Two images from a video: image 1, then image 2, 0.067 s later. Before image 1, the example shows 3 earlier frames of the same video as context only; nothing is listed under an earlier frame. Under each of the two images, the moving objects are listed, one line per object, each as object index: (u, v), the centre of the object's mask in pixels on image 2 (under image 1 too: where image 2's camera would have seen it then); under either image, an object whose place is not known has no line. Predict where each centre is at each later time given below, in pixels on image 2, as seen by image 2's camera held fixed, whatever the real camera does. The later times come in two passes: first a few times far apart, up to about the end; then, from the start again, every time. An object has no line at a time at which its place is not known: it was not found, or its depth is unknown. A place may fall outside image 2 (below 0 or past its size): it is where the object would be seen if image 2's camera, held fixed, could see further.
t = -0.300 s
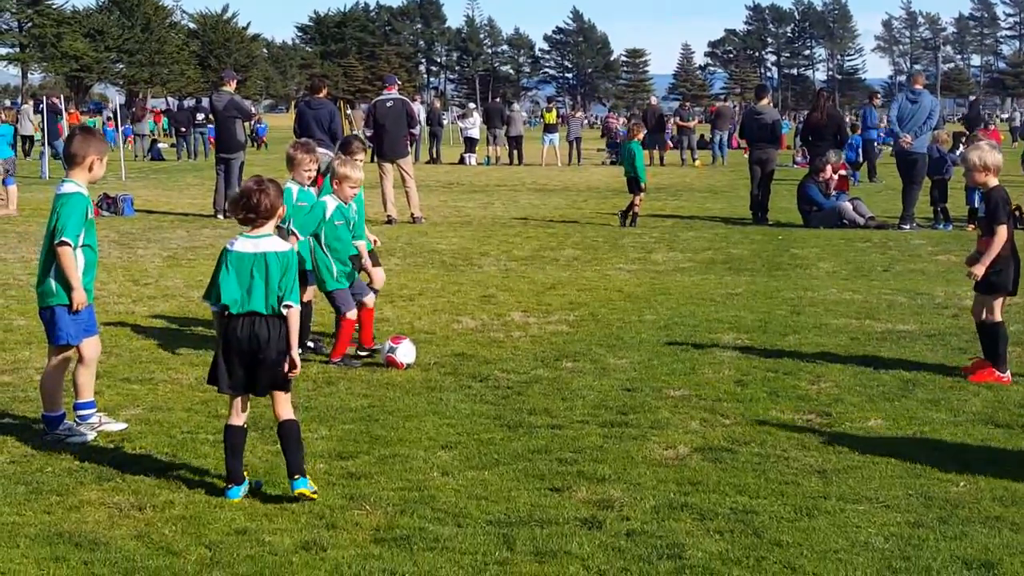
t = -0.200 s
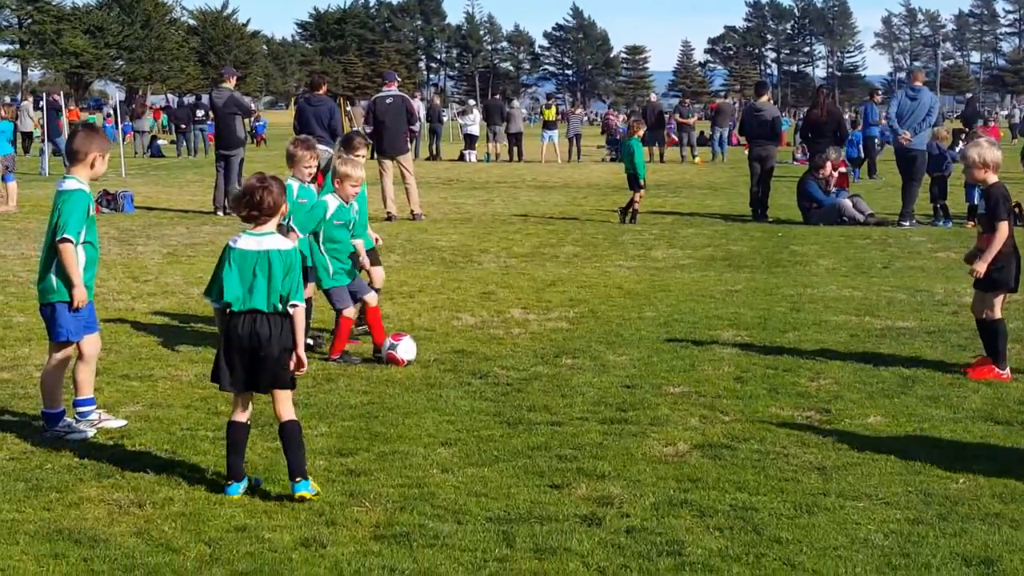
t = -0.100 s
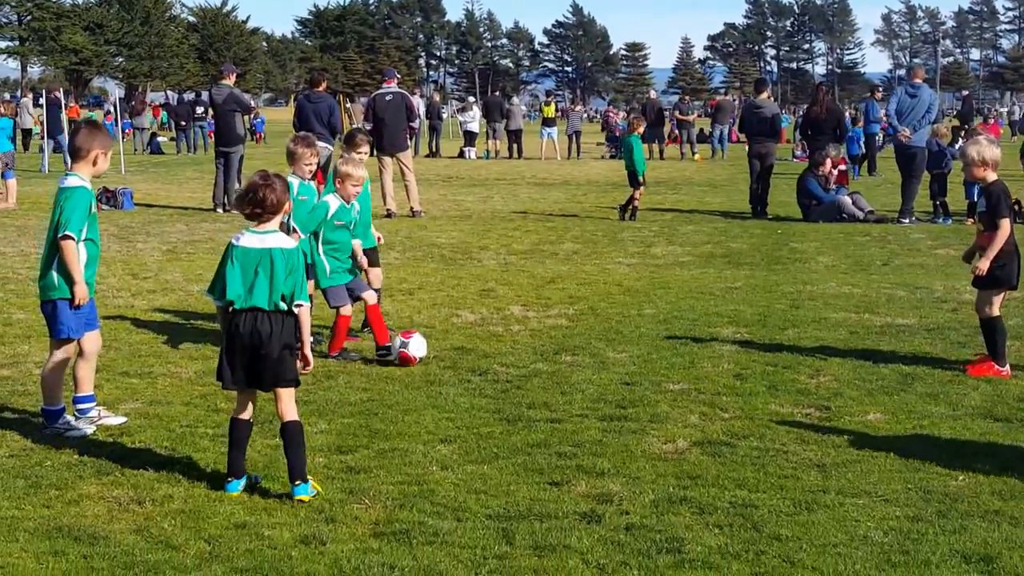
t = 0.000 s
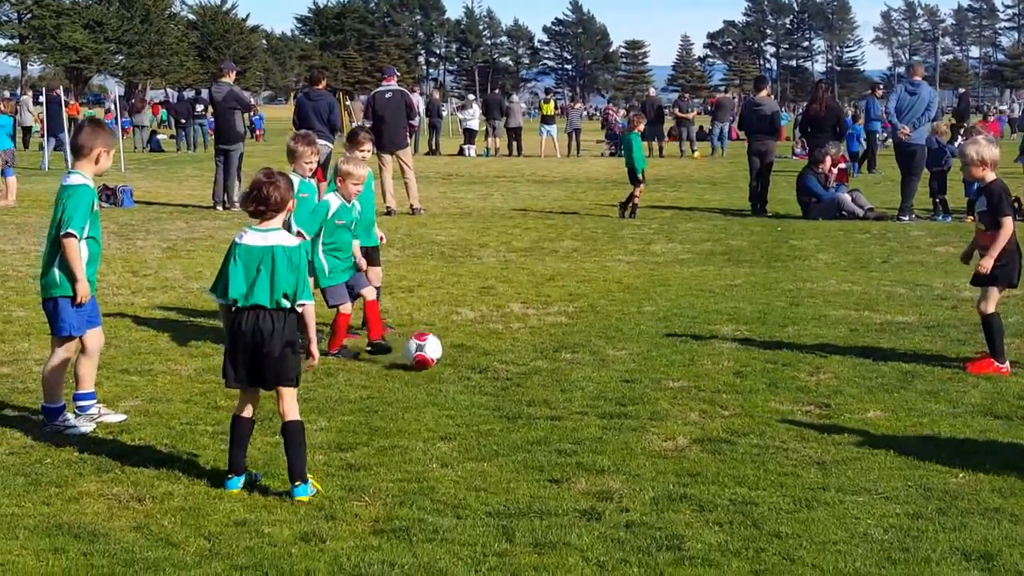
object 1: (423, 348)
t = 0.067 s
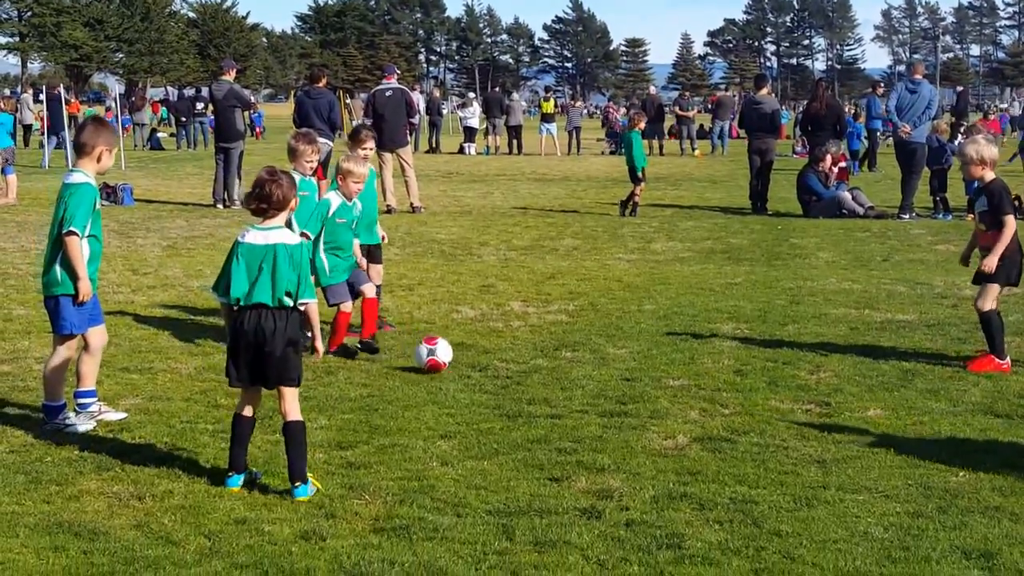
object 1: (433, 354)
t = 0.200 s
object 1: (450, 363)
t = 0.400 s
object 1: (473, 368)
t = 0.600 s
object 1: (495, 384)
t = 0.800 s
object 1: (509, 388)
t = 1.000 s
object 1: (523, 405)
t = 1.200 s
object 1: (535, 411)
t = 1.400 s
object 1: (548, 427)
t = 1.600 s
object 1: (561, 426)
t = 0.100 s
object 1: (438, 357)
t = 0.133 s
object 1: (443, 361)
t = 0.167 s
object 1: (448, 364)
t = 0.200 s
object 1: (450, 363)
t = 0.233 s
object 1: (456, 363)
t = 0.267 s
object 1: (459, 364)
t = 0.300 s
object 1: (462, 364)
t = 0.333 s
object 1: (466, 364)
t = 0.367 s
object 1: (469, 366)
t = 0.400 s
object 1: (473, 368)
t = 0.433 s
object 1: (477, 370)
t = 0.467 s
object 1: (481, 373)
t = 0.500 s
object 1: (485, 376)
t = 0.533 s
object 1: (489, 381)
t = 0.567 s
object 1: (493, 384)
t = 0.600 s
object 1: (495, 384)
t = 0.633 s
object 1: (497, 385)
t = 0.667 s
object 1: (498, 383)
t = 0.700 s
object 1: (502, 385)
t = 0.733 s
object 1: (503, 385)
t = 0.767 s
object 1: (506, 385)
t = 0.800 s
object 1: (509, 388)
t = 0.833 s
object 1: (513, 392)
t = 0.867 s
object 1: (514, 395)
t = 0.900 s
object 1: (517, 399)
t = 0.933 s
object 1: (519, 402)
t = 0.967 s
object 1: (522, 405)
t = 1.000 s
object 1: (523, 405)
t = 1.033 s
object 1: (525, 404)
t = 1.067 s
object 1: (528, 405)
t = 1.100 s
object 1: (530, 405)
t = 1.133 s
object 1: (532, 407)
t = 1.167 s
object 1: (533, 408)
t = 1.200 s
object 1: (535, 411)
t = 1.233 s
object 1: (537, 414)
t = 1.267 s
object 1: (539, 418)
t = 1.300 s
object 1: (542, 422)
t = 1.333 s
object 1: (544, 425)
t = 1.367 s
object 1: (546, 428)
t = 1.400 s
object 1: (548, 427)
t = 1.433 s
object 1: (550, 425)
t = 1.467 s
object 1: (551, 425)
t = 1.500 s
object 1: (553, 425)
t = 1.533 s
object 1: (554, 426)
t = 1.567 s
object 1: (559, 424)
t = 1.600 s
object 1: (561, 426)
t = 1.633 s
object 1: (564, 428)
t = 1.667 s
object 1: (566, 432)
